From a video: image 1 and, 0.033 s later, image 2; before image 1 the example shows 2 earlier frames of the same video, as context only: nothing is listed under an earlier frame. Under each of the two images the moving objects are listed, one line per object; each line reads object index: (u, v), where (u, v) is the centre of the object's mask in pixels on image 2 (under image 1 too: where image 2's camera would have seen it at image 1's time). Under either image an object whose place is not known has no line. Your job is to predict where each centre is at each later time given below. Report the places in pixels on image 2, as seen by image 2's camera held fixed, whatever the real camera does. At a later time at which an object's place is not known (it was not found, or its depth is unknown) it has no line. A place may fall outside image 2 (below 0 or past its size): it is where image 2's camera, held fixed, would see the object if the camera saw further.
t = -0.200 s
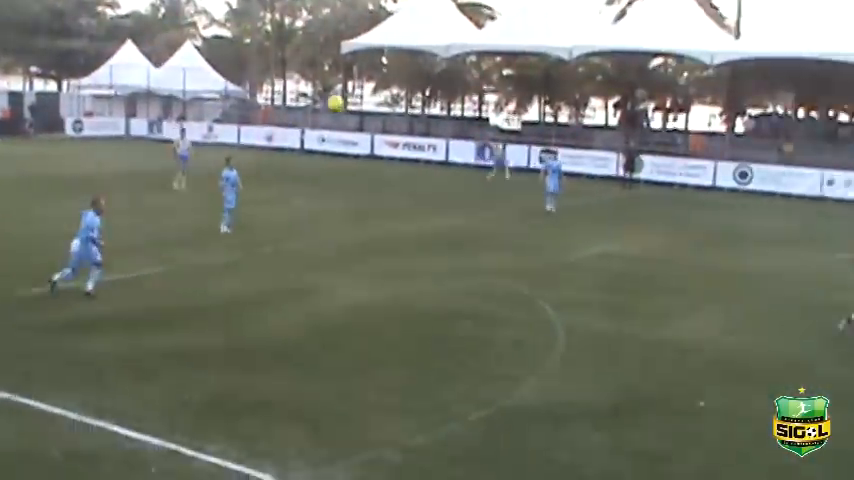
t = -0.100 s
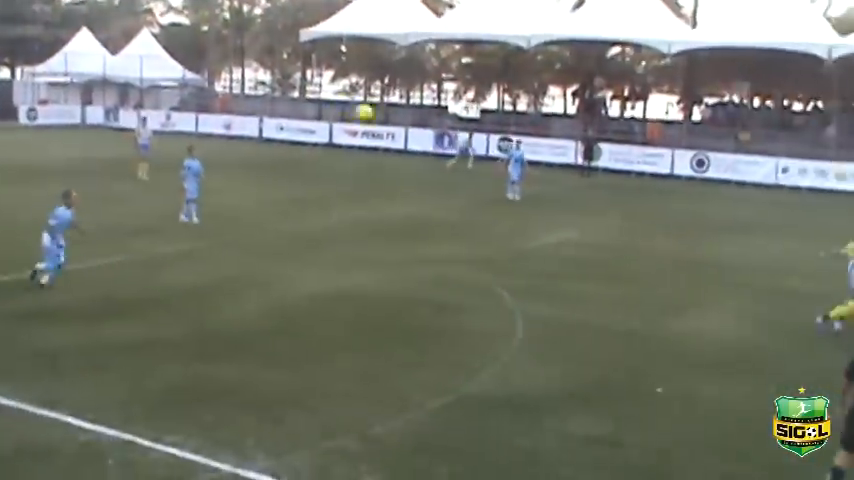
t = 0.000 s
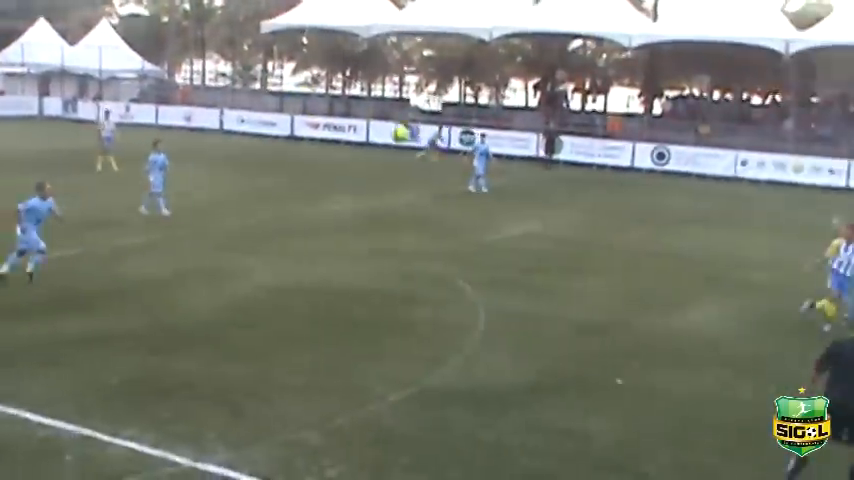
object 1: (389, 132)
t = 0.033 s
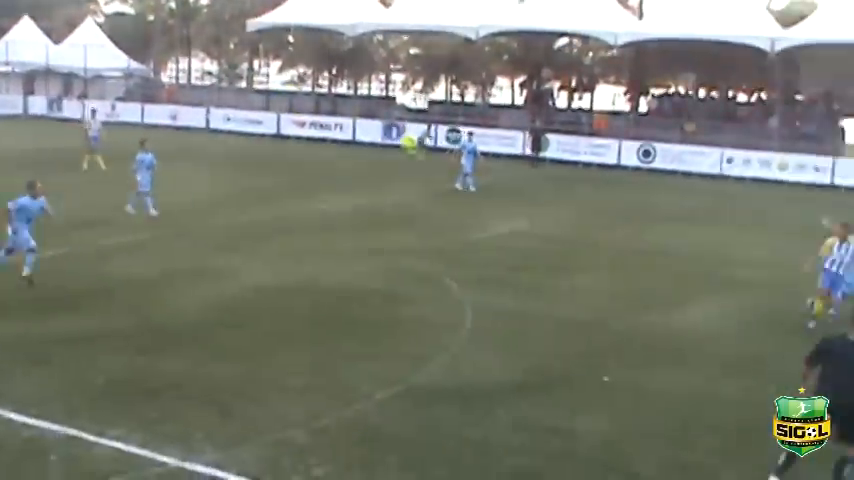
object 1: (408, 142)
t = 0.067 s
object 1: (432, 153)
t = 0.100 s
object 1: (455, 164)
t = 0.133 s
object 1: (479, 178)
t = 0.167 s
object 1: (501, 191)
